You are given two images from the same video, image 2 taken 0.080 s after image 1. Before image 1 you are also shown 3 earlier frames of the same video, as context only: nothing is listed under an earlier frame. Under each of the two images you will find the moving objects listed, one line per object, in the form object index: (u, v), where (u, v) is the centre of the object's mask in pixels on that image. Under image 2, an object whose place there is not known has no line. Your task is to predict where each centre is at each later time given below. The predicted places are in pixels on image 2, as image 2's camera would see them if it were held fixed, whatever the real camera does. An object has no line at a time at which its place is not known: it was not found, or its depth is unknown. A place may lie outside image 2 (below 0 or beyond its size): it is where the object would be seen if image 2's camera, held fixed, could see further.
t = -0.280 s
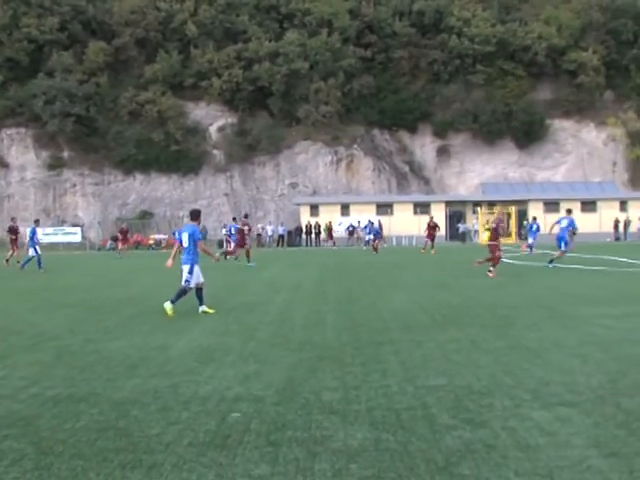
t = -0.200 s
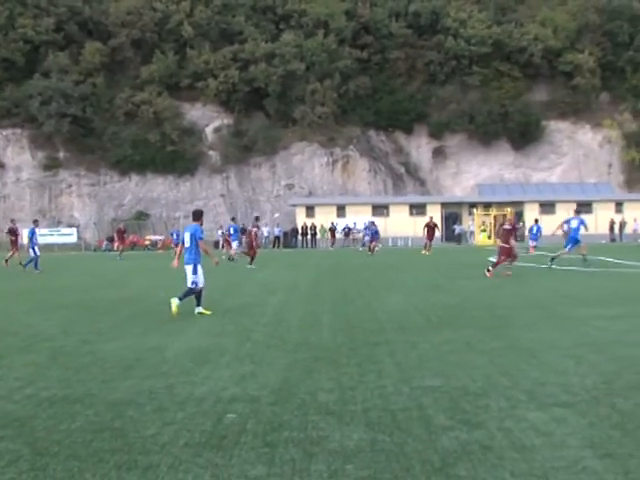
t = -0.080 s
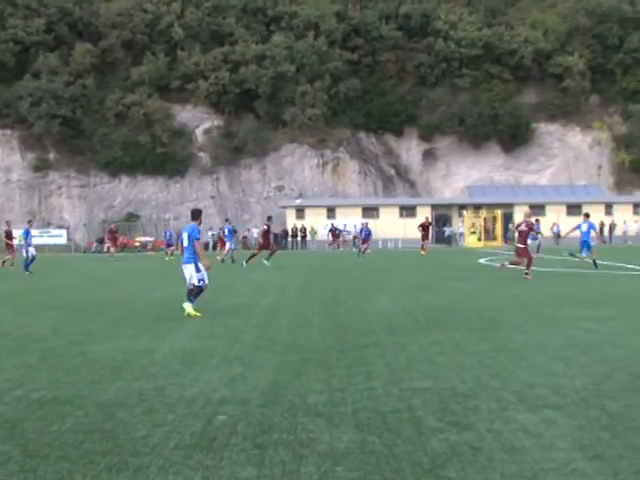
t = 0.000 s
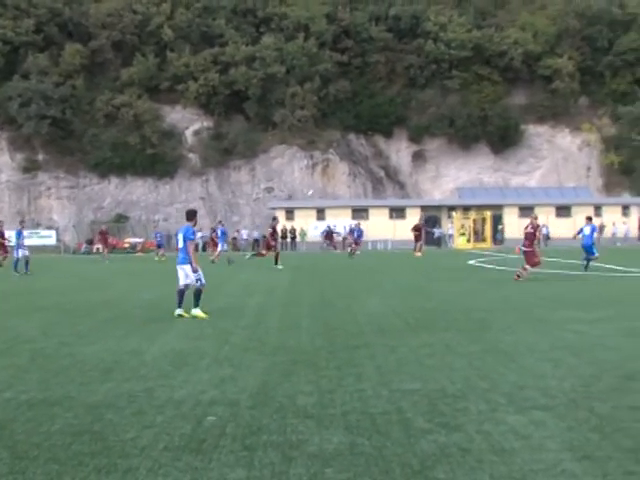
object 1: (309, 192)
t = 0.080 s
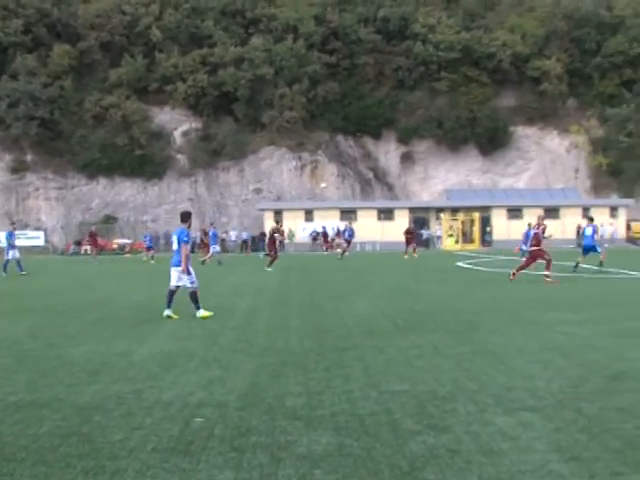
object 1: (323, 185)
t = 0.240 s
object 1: (372, 170)
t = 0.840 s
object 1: (614, 158)
